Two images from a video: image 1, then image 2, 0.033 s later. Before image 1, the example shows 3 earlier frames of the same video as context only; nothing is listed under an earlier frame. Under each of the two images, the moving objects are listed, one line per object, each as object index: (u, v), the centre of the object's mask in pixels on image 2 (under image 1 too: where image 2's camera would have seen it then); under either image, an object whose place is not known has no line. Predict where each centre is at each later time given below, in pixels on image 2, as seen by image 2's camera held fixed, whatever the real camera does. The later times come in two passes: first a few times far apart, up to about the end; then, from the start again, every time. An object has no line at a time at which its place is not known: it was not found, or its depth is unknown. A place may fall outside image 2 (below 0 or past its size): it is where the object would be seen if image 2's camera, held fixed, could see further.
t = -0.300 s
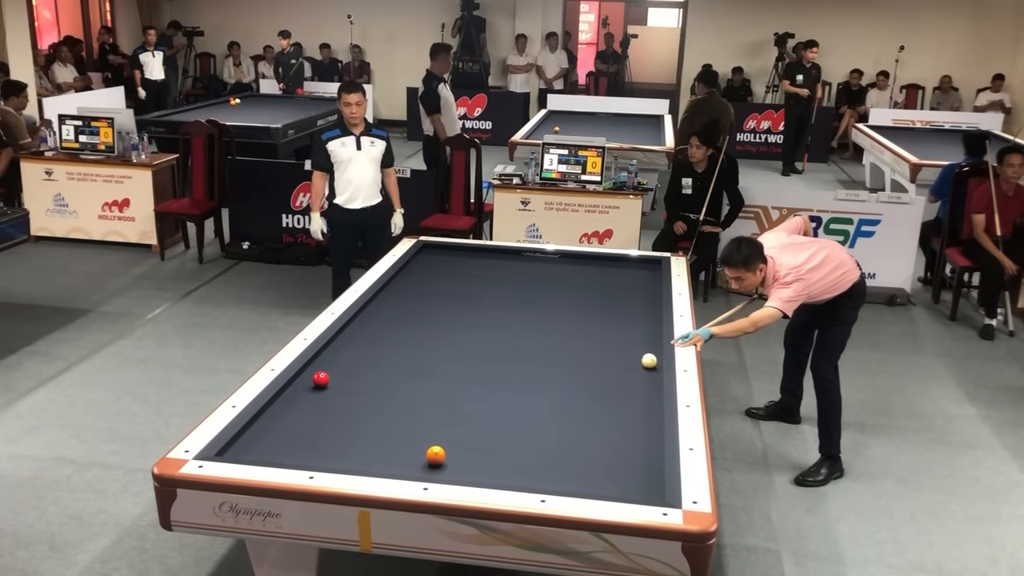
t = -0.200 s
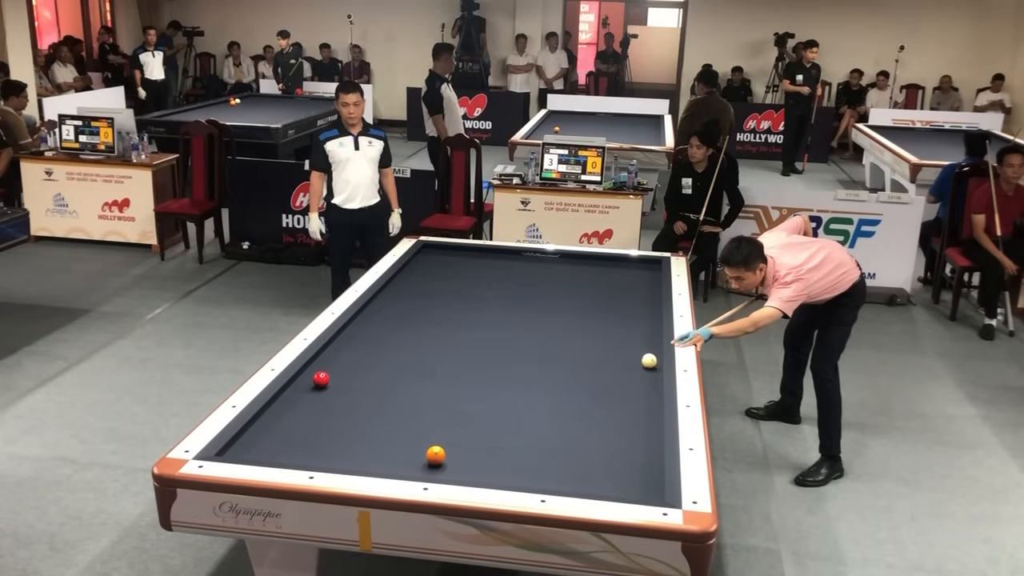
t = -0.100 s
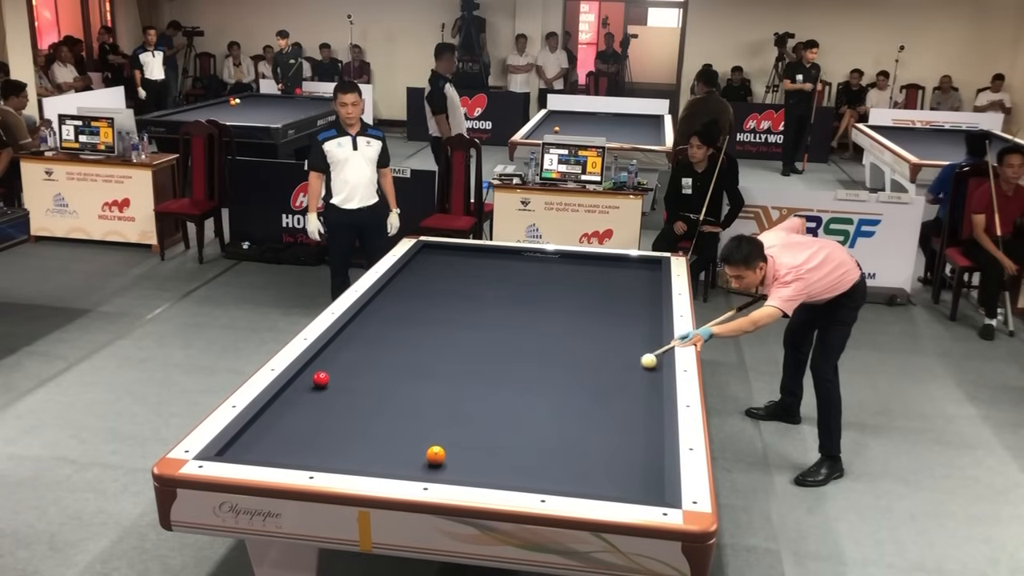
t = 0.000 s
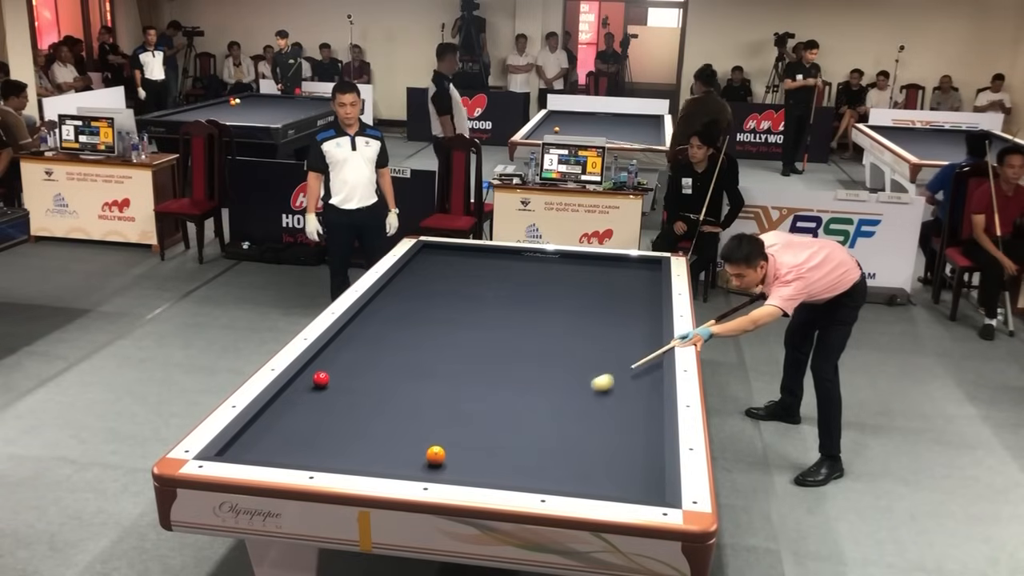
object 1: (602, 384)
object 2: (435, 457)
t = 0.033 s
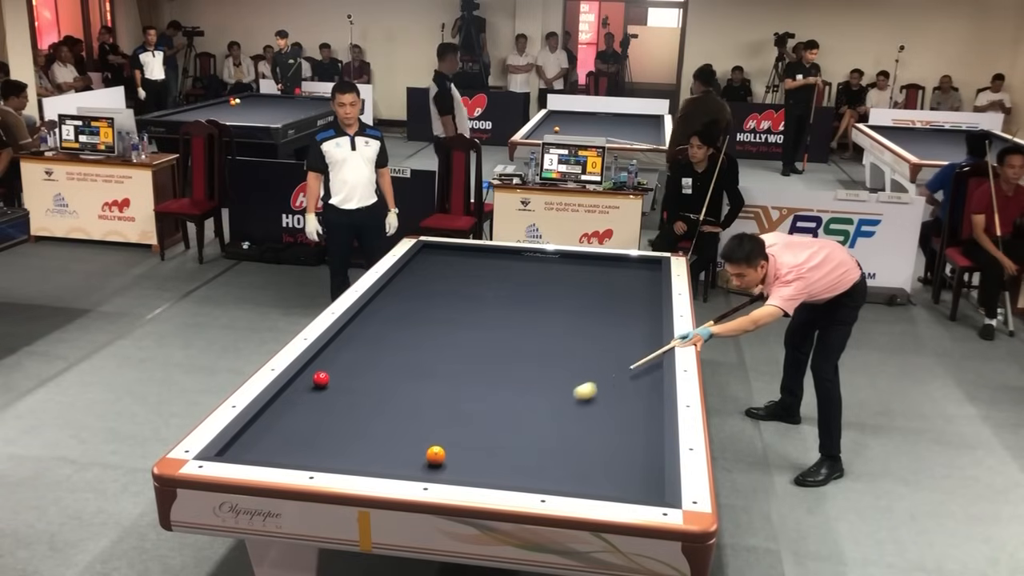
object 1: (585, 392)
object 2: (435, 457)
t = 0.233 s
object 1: (463, 452)
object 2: (435, 457)
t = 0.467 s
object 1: (465, 424)
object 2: (318, 451)
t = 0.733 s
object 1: (476, 368)
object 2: (252, 450)
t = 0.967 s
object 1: (471, 335)
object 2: (309, 458)
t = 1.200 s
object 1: (464, 310)
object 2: (359, 463)
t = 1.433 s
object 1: (458, 288)
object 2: (408, 466)
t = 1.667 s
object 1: (452, 269)
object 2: (457, 470)
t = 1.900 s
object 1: (448, 253)
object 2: (505, 474)
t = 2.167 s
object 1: (433, 254)
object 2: (559, 477)
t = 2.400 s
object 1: (416, 262)
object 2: (606, 480)
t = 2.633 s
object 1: (406, 270)
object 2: (652, 483)
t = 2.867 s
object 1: (403, 279)
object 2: (627, 477)
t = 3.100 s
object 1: (399, 287)
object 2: (602, 472)
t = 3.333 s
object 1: (396, 297)
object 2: (578, 466)
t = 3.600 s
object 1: (392, 308)
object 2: (552, 461)
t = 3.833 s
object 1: (388, 318)
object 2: (531, 456)
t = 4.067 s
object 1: (384, 329)
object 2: (511, 451)
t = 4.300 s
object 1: (379, 340)
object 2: (491, 447)
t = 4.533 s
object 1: (375, 352)
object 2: (473, 443)
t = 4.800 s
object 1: (370, 366)
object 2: (453, 439)
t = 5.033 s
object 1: (365, 379)
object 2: (436, 435)
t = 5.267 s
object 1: (359, 393)
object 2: (421, 432)
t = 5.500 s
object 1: (354, 407)
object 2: (406, 429)
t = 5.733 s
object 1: (348, 423)
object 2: (392, 426)
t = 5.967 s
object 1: (341, 439)
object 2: (378, 423)
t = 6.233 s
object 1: (334, 458)
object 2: (364, 419)
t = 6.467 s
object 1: (340, 458)
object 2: (352, 417)
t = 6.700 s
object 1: (352, 450)
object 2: (341, 415)
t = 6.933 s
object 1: (364, 442)
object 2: (330, 413)
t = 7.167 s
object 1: (375, 434)
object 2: (320, 411)
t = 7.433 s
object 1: (387, 426)
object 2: (309, 408)
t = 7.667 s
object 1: (396, 420)
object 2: (300, 407)
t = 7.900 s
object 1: (405, 413)
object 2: (292, 405)
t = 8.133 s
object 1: (413, 408)
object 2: (285, 404)
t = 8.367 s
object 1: (421, 403)
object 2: (278, 402)
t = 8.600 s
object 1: (428, 398)
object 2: (279, 402)
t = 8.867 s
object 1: (435, 393)
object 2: (284, 402)
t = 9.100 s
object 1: (441, 388)
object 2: (287, 402)
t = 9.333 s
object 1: (447, 385)
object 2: (289, 402)
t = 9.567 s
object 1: (452, 381)
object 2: (291, 402)
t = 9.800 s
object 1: (457, 377)
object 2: (292, 402)
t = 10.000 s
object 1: (460, 375)
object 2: (292, 402)
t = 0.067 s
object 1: (567, 401)
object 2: (435, 457)
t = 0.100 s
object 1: (548, 410)
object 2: (435, 457)
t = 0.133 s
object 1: (529, 420)
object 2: (435, 457)
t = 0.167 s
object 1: (508, 430)
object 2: (435, 457)
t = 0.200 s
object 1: (486, 441)
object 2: (435, 457)
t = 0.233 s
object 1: (463, 452)
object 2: (435, 457)
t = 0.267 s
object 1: (451, 465)
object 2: (423, 455)
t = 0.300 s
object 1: (447, 472)
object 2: (404, 455)
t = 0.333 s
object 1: (451, 463)
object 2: (386, 453)
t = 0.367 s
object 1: (456, 452)
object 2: (368, 453)
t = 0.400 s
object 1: (459, 442)
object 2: (351, 452)
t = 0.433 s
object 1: (462, 432)
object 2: (334, 451)
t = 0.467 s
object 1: (465, 424)
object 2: (318, 451)
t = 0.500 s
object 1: (467, 415)
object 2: (302, 450)
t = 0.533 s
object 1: (470, 407)
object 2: (287, 449)
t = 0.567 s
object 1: (471, 400)
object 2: (273, 449)
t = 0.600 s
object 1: (473, 393)
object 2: (259, 448)
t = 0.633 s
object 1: (474, 386)
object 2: (245, 447)
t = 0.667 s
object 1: (475, 379)
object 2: (234, 446)
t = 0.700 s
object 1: (475, 374)
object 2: (242, 448)
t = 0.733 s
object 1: (476, 368)
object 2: (252, 450)
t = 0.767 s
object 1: (476, 363)
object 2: (262, 451)
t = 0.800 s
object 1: (476, 358)
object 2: (271, 452)
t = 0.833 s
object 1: (475, 353)
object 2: (279, 453)
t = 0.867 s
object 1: (474, 348)
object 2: (287, 455)
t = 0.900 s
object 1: (474, 344)
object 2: (295, 456)
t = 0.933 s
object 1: (473, 340)
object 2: (302, 457)
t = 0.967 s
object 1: (471, 335)
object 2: (309, 458)
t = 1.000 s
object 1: (471, 332)
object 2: (316, 460)
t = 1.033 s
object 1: (469, 328)
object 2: (323, 460)
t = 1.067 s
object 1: (468, 324)
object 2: (330, 462)
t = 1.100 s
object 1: (467, 320)
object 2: (338, 462)
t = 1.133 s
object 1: (466, 317)
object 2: (345, 463)
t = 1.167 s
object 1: (465, 314)
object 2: (352, 463)
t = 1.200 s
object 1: (464, 310)
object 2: (359, 463)
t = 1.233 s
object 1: (463, 307)
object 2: (366, 464)
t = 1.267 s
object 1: (462, 304)
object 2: (373, 464)
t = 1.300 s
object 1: (461, 301)
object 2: (380, 465)
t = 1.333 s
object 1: (460, 297)
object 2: (387, 465)
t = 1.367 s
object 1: (460, 294)
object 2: (395, 465)
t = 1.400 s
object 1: (459, 291)
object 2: (402, 466)
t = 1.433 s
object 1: (458, 288)
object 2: (408, 466)
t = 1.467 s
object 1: (457, 285)
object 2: (416, 467)
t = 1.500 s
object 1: (456, 283)
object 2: (422, 467)
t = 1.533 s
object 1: (456, 280)
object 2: (430, 468)
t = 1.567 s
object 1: (455, 277)
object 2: (437, 468)
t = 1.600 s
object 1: (454, 275)
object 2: (444, 469)
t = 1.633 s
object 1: (453, 272)
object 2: (451, 469)
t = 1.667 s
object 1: (452, 269)
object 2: (457, 470)
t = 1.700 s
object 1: (452, 267)
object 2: (464, 470)
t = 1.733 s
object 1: (451, 264)
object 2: (471, 471)
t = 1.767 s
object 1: (450, 262)
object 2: (478, 472)
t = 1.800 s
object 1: (450, 260)
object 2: (485, 472)
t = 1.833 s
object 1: (449, 258)
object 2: (492, 472)
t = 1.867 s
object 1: (448, 256)
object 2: (498, 473)
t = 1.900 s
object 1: (448, 253)
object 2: (505, 474)
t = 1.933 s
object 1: (447, 251)
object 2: (512, 474)
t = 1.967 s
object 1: (446, 249)
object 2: (519, 474)
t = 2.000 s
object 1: (445, 247)
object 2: (526, 475)
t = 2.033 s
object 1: (443, 248)
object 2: (532, 475)
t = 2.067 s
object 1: (441, 249)
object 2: (539, 476)
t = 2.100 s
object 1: (438, 251)
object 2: (546, 477)
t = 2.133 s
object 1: (436, 252)
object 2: (553, 477)
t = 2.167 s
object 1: (433, 254)
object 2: (559, 477)
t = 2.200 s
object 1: (430, 255)
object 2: (566, 477)
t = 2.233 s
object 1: (428, 256)
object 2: (573, 478)
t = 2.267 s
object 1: (426, 258)
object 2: (579, 479)
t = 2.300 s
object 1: (423, 259)
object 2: (586, 479)
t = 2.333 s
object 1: (421, 260)
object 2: (593, 479)
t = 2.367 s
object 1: (418, 261)
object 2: (599, 480)
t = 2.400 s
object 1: (416, 262)
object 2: (606, 480)
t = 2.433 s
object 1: (413, 263)
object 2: (613, 480)
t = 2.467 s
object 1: (411, 264)
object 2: (619, 481)
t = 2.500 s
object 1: (409, 266)
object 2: (626, 481)
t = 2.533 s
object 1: (407, 267)
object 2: (632, 482)
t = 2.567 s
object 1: (407, 268)
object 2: (639, 482)
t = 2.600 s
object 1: (406, 269)
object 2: (646, 483)
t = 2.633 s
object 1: (406, 270)
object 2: (652, 483)
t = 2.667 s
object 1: (405, 271)
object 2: (652, 483)
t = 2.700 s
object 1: (405, 273)
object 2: (647, 482)
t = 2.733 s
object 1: (404, 274)
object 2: (642, 481)
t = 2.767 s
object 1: (404, 275)
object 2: (638, 480)
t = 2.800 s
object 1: (404, 276)
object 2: (635, 479)
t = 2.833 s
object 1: (403, 277)
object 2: (631, 478)
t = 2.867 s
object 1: (403, 279)
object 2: (627, 477)
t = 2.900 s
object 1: (402, 280)
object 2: (623, 477)
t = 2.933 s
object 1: (402, 281)
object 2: (620, 476)
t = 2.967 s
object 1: (401, 282)
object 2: (616, 475)
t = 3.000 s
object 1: (401, 284)
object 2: (613, 474)
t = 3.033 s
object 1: (400, 285)
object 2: (609, 473)
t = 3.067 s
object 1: (400, 286)
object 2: (606, 473)
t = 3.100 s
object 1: (399, 287)
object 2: (602, 472)
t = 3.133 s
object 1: (399, 289)
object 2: (599, 471)
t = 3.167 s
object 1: (398, 290)
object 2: (595, 470)
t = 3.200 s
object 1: (398, 291)
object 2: (592, 469)
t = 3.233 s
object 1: (397, 293)
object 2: (588, 468)
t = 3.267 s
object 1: (397, 294)
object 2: (585, 468)
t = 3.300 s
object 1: (396, 295)
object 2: (582, 467)
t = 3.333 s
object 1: (396, 297)
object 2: (578, 466)
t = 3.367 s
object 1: (395, 298)
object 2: (575, 466)
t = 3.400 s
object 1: (395, 299)
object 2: (572, 465)
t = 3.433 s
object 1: (394, 301)
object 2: (569, 464)
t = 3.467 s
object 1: (394, 302)
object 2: (565, 464)
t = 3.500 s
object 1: (393, 304)
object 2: (562, 463)
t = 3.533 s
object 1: (393, 305)
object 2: (559, 462)
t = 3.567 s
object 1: (392, 306)
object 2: (556, 461)
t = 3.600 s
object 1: (392, 308)
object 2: (552, 461)
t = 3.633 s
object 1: (391, 309)
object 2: (549, 460)
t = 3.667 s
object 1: (391, 311)
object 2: (546, 459)
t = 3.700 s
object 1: (390, 312)
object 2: (543, 459)
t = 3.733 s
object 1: (389, 313)
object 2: (541, 458)
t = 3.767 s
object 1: (389, 315)
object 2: (537, 457)
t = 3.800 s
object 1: (388, 317)
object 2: (534, 457)
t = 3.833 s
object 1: (388, 318)
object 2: (531, 456)
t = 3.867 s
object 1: (387, 320)
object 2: (528, 455)
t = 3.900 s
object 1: (387, 321)
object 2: (525, 454)
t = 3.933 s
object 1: (386, 323)
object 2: (522, 454)
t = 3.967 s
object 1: (385, 324)
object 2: (520, 453)
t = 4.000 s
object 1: (385, 326)
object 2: (516, 453)
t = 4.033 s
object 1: (384, 327)
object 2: (514, 452)
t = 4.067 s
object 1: (384, 329)
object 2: (511, 451)
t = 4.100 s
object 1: (383, 330)
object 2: (508, 451)
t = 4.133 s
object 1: (382, 332)
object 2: (505, 450)
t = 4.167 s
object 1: (382, 333)
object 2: (502, 450)
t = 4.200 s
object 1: (381, 335)
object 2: (499, 449)
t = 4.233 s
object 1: (381, 337)
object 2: (497, 448)
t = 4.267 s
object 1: (380, 338)
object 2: (494, 448)
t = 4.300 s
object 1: (379, 340)
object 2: (491, 447)
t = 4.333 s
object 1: (379, 342)
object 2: (489, 447)
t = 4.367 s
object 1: (378, 343)
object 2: (486, 446)
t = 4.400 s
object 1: (378, 345)
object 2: (483, 446)
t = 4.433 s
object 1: (377, 347)
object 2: (481, 445)
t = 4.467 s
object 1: (376, 348)
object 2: (478, 444)
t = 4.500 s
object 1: (376, 350)
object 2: (476, 444)
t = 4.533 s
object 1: (375, 352)
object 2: (473, 443)
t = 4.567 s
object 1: (375, 354)
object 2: (470, 443)
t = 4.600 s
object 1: (374, 355)
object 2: (468, 442)
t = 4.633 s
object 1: (373, 357)
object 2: (465, 441)
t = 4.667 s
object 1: (372, 359)
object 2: (463, 441)
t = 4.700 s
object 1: (372, 361)
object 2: (460, 441)
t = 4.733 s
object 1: (371, 362)
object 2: (458, 440)
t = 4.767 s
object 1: (370, 364)
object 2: (455, 440)
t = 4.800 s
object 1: (370, 366)
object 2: (453, 439)
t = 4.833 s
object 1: (369, 368)
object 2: (450, 438)
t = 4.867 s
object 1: (368, 370)
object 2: (448, 438)
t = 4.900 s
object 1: (368, 372)
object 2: (446, 437)
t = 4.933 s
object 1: (367, 373)
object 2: (443, 437)
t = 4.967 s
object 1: (366, 375)
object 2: (441, 436)
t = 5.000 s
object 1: (365, 377)
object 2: (439, 436)
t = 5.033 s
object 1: (365, 379)
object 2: (436, 435)
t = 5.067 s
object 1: (364, 381)
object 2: (434, 435)
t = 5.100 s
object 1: (363, 383)
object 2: (432, 434)
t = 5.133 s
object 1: (362, 385)
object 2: (430, 434)
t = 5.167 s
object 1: (362, 387)
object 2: (428, 433)
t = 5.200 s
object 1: (361, 389)
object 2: (425, 433)
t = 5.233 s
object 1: (360, 391)
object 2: (423, 432)
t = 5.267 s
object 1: (359, 393)
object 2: (421, 432)
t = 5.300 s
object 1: (359, 395)
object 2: (419, 431)
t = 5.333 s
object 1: (358, 397)
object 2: (416, 431)
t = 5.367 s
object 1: (357, 399)
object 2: (414, 430)
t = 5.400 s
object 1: (356, 401)
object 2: (412, 430)
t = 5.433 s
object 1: (355, 403)
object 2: (410, 430)
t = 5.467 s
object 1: (354, 405)
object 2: (408, 429)
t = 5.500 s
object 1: (354, 407)
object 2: (406, 429)
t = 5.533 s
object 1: (353, 409)
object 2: (404, 428)
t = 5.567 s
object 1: (352, 412)
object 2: (402, 428)
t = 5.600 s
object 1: (351, 414)
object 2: (400, 428)
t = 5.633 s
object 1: (350, 416)
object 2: (398, 427)
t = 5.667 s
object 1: (349, 418)
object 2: (396, 427)
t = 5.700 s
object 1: (349, 421)
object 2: (394, 426)
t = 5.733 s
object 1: (348, 423)
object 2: (392, 426)
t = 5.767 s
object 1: (347, 425)
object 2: (390, 425)
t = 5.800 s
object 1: (346, 427)
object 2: (388, 425)
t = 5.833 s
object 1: (345, 430)
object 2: (386, 425)
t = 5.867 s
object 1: (344, 432)
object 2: (384, 424)
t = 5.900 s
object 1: (343, 434)
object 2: (382, 424)
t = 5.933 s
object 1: (342, 437)
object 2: (380, 423)
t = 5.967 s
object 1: (341, 439)
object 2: (378, 423)
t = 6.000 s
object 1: (340, 441)
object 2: (377, 422)
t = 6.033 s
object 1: (339, 444)
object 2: (375, 422)
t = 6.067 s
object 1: (338, 446)
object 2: (373, 422)
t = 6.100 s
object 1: (338, 449)
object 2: (371, 421)
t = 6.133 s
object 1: (337, 451)
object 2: (369, 421)
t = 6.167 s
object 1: (336, 454)
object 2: (368, 420)
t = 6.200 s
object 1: (334, 456)
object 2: (366, 420)
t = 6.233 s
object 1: (334, 458)
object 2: (364, 419)
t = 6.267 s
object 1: (333, 459)
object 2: (362, 419)
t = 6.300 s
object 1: (332, 461)
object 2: (360, 419)
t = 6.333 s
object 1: (332, 462)
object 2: (359, 419)
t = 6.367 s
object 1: (334, 461)
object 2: (357, 419)
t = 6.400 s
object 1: (336, 460)
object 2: (356, 418)
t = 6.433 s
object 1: (338, 459)
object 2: (354, 418)
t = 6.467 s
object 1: (340, 458)
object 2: (352, 417)
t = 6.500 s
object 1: (341, 457)
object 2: (350, 417)
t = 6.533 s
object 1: (343, 456)
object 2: (349, 417)
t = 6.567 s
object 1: (345, 455)
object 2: (347, 416)
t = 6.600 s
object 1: (347, 454)
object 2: (345, 416)
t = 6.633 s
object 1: (349, 452)
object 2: (344, 415)
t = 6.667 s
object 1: (350, 451)
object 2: (342, 415)
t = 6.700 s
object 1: (352, 450)
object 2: (341, 415)
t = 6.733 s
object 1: (354, 449)
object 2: (339, 414)
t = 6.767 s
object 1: (356, 448)
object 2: (338, 414)
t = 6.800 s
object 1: (357, 446)
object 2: (336, 414)
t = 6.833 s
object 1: (359, 445)
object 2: (334, 413)
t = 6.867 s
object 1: (361, 444)
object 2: (333, 413)
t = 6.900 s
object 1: (362, 443)
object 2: (331, 413)
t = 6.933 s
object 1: (364, 442)
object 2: (330, 413)
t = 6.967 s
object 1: (366, 441)
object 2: (328, 412)
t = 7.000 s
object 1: (367, 440)
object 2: (327, 412)
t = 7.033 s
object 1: (369, 439)
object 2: (326, 412)
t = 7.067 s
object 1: (371, 438)
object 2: (324, 412)
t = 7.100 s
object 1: (372, 436)
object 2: (323, 411)
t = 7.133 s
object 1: (374, 435)
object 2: (321, 411)
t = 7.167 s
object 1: (375, 434)
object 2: (320, 411)
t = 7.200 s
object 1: (377, 433)
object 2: (318, 410)
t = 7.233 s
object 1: (378, 432)
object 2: (317, 410)
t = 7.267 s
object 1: (380, 431)
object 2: (316, 410)
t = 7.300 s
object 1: (381, 430)
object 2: (314, 409)
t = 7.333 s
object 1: (383, 429)
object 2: (313, 409)
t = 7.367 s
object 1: (384, 428)
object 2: (311, 409)
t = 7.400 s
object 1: (385, 427)
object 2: (310, 409)
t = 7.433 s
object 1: (387, 426)
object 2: (309, 408)
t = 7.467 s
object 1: (388, 425)
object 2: (308, 408)
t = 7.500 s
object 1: (390, 424)
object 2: (306, 408)
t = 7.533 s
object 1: (391, 423)
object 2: (305, 408)
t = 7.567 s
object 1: (392, 422)
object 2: (304, 408)
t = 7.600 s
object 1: (394, 421)
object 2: (303, 407)
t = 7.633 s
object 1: (395, 421)
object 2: (301, 407)
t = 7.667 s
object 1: (396, 420)
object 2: (300, 407)
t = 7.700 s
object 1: (397, 419)
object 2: (299, 407)
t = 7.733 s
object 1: (399, 418)
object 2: (298, 406)
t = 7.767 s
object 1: (400, 417)
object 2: (296, 406)
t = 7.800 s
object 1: (401, 416)
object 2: (295, 406)
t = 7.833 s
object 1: (402, 415)
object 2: (294, 406)
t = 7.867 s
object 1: (404, 414)
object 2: (293, 405)
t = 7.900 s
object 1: (405, 413)
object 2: (292, 405)
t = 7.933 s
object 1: (406, 413)
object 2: (291, 405)
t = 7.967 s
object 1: (407, 412)
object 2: (290, 405)
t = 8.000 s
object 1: (408, 411)
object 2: (289, 405)
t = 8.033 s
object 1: (409, 410)
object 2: (288, 404)
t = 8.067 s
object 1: (411, 409)
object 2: (287, 404)
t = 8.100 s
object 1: (412, 409)
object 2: (286, 404)
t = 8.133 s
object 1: (413, 408)
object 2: (285, 404)
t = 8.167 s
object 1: (414, 407)
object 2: (284, 404)
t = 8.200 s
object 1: (415, 406)
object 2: (283, 403)
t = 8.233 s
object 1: (416, 406)
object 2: (282, 403)
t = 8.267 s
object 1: (417, 405)
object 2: (281, 403)
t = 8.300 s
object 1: (418, 404)
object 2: (280, 403)
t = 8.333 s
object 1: (419, 403)
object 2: (279, 403)
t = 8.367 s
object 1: (421, 403)
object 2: (278, 402)
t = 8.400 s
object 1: (422, 402)
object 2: (277, 402)
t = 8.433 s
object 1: (423, 401)
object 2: (277, 402)
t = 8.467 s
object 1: (424, 400)
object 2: (277, 402)
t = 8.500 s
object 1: (425, 400)
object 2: (278, 402)
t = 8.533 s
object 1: (426, 399)
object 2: (278, 402)
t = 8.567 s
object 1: (427, 398)
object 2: (279, 402)
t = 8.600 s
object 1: (428, 398)
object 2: (279, 402)
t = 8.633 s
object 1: (429, 397)
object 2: (280, 402)
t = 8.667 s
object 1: (429, 396)
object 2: (280, 402)
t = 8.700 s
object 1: (430, 396)
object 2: (281, 402)
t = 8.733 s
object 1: (431, 395)
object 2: (281, 402)
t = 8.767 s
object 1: (432, 394)
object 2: (282, 402)
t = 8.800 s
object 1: (433, 394)
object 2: (283, 402)
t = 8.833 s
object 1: (434, 393)
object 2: (283, 402)
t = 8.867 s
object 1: (435, 393)
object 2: (284, 402)
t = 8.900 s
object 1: (436, 392)
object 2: (284, 402)
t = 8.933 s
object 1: (437, 391)
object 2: (284, 402)
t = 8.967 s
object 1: (438, 391)
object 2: (285, 402)
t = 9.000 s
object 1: (439, 390)
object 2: (285, 402)
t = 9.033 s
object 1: (440, 390)
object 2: (286, 402)
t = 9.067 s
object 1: (440, 389)
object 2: (286, 402)
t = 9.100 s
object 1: (441, 388)
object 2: (287, 402)
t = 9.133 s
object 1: (442, 388)
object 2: (287, 402)
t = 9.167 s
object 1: (443, 387)
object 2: (287, 402)
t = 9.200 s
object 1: (444, 387)
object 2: (288, 402)
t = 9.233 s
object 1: (444, 386)
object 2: (288, 402)
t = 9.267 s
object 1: (445, 385)
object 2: (288, 402)
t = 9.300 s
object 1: (446, 385)
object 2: (289, 402)
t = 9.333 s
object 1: (447, 385)
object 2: (289, 402)
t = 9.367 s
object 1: (448, 384)
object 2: (289, 402)
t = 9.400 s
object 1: (448, 384)
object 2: (290, 401)
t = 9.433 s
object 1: (449, 383)
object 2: (290, 401)
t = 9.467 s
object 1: (450, 382)
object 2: (290, 402)
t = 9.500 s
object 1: (450, 382)
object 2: (290, 401)
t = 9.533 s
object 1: (451, 381)
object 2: (291, 402)
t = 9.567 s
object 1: (452, 381)
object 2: (291, 402)
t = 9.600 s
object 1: (453, 380)
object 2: (291, 402)
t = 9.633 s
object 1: (453, 380)
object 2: (291, 402)
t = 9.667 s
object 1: (454, 379)
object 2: (291, 402)
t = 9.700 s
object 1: (455, 379)
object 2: (291, 402)
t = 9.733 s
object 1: (455, 379)
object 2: (291, 402)
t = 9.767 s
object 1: (456, 378)
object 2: (292, 402)
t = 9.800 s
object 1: (457, 377)
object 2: (292, 402)
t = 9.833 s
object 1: (457, 377)
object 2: (292, 402)
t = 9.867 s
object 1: (458, 377)
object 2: (292, 402)
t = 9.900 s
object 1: (458, 376)
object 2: (292, 402)
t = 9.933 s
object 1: (459, 376)
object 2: (292, 402)
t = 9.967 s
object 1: (459, 375)
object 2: (292, 402)
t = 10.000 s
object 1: (460, 375)
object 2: (292, 402)
